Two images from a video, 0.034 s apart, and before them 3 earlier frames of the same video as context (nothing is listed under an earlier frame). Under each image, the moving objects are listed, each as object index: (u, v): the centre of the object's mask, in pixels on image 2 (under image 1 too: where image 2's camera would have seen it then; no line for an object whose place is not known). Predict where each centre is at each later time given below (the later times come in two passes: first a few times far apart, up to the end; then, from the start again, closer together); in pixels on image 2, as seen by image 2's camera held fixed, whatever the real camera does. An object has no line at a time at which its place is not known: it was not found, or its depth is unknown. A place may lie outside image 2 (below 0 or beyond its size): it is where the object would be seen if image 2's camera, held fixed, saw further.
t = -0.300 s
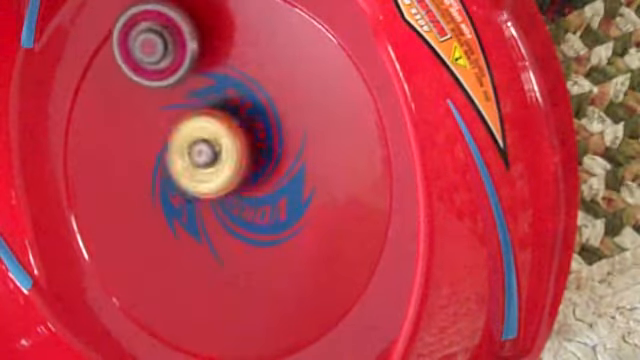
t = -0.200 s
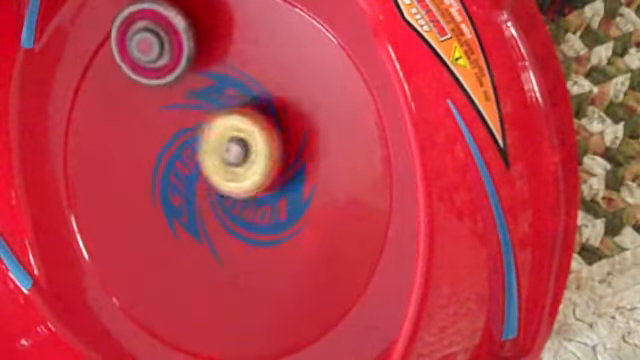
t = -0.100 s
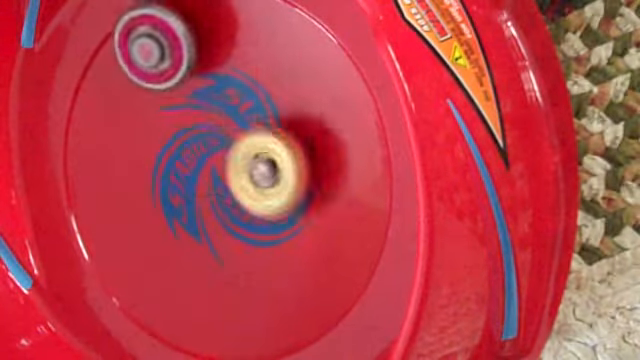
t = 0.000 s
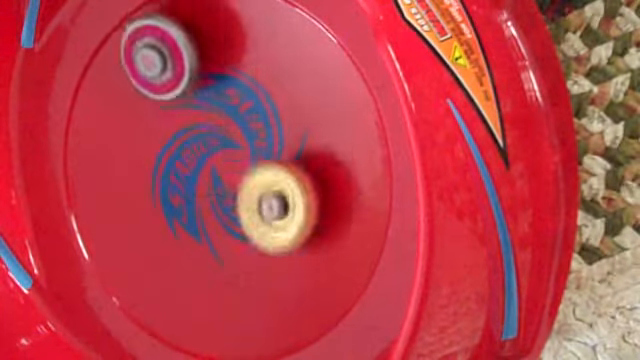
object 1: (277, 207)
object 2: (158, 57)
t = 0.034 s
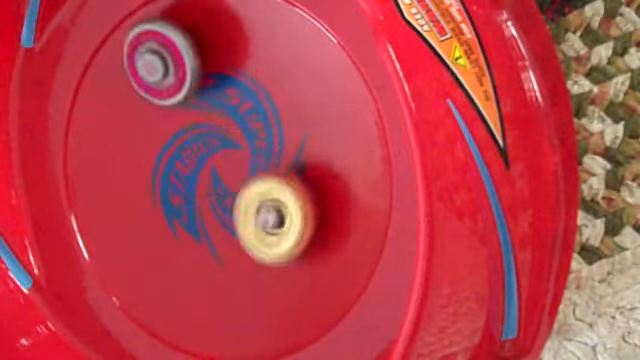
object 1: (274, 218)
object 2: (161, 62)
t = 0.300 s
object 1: (204, 215)
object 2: (176, 119)
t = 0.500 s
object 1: (204, 238)
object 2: (134, 71)
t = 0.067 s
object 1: (268, 227)
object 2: (163, 68)
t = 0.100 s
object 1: (258, 234)
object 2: (166, 74)
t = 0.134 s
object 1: (248, 236)
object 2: (169, 81)
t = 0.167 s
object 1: (237, 236)
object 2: (171, 89)
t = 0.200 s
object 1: (227, 232)
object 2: (173, 96)
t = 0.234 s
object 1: (217, 225)
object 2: (175, 105)
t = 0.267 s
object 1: (208, 215)
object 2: (177, 114)
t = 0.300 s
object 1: (204, 215)
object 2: (176, 119)
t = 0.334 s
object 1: (207, 233)
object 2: (163, 98)
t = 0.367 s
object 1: (210, 246)
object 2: (151, 79)
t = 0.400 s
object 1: (213, 252)
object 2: (144, 66)
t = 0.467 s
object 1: (209, 247)
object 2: (138, 67)
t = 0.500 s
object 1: (204, 238)
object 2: (134, 71)
